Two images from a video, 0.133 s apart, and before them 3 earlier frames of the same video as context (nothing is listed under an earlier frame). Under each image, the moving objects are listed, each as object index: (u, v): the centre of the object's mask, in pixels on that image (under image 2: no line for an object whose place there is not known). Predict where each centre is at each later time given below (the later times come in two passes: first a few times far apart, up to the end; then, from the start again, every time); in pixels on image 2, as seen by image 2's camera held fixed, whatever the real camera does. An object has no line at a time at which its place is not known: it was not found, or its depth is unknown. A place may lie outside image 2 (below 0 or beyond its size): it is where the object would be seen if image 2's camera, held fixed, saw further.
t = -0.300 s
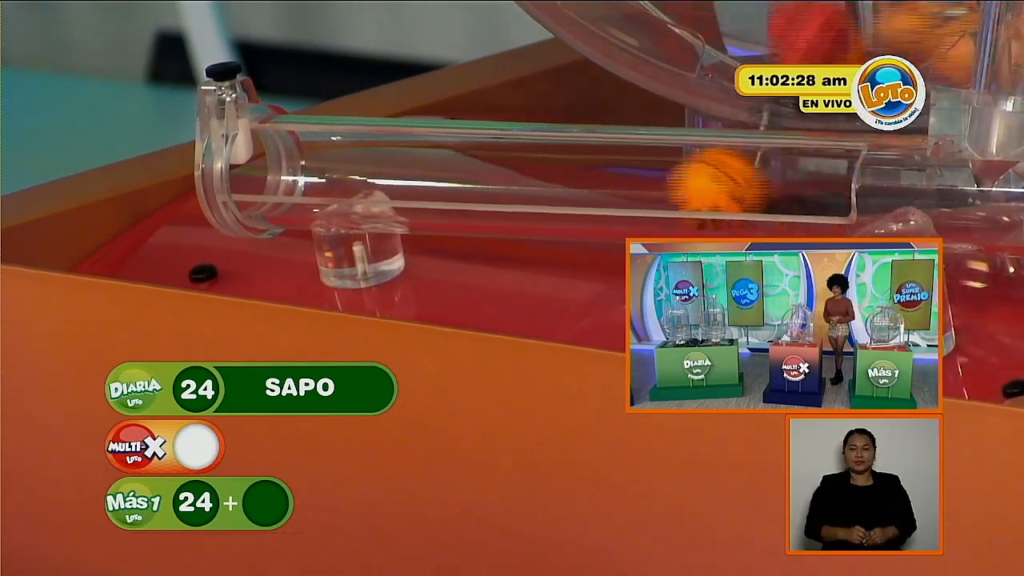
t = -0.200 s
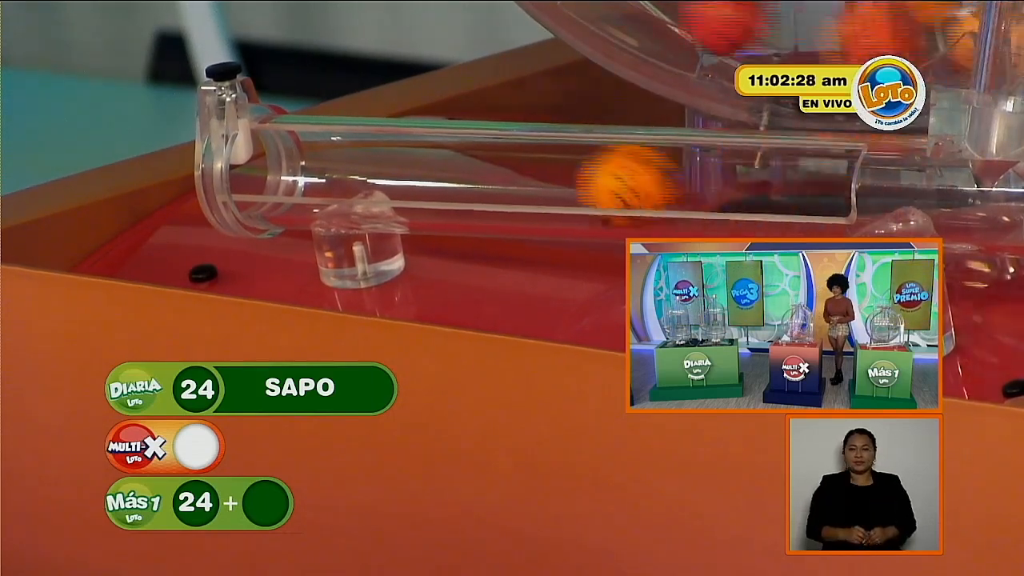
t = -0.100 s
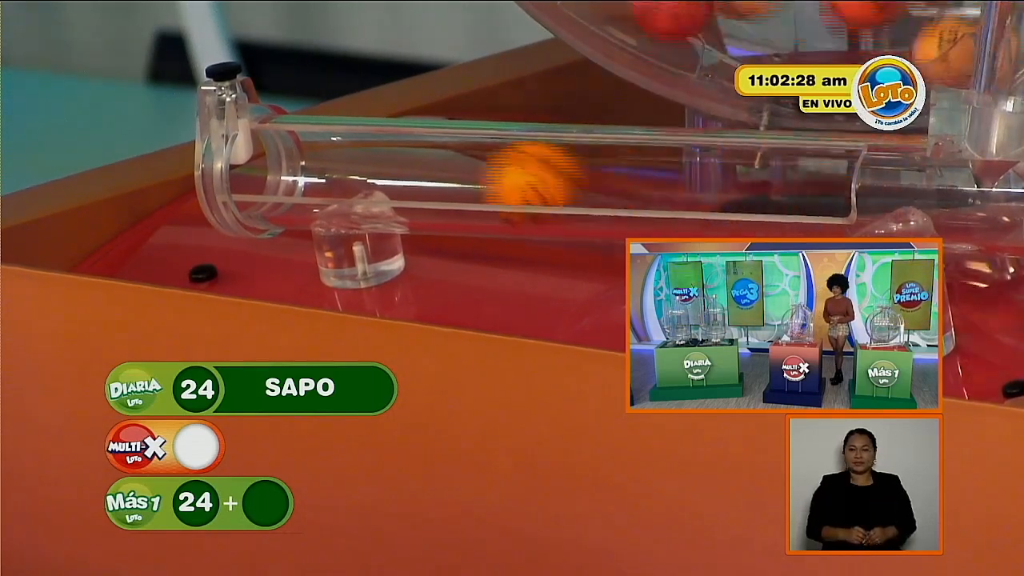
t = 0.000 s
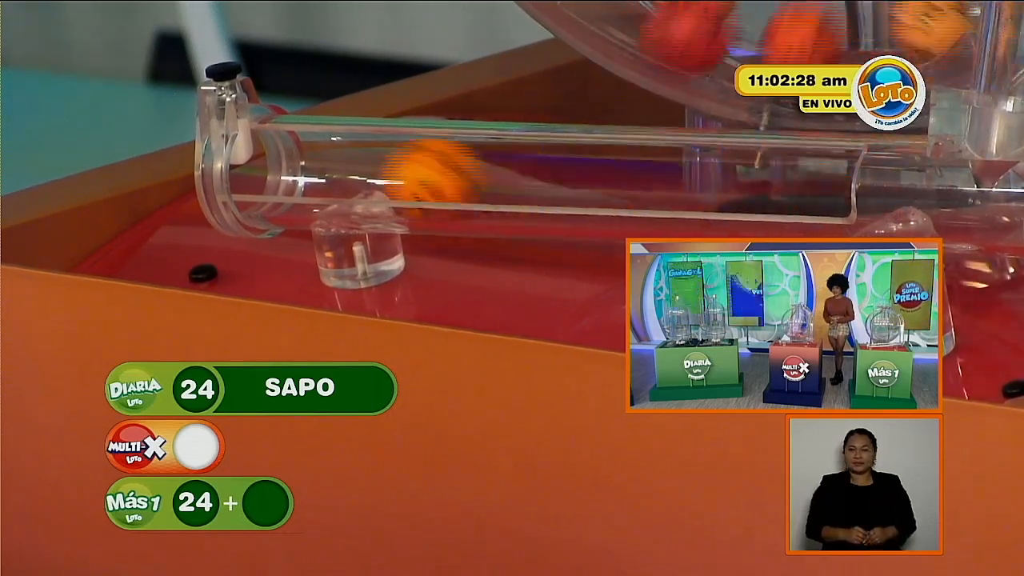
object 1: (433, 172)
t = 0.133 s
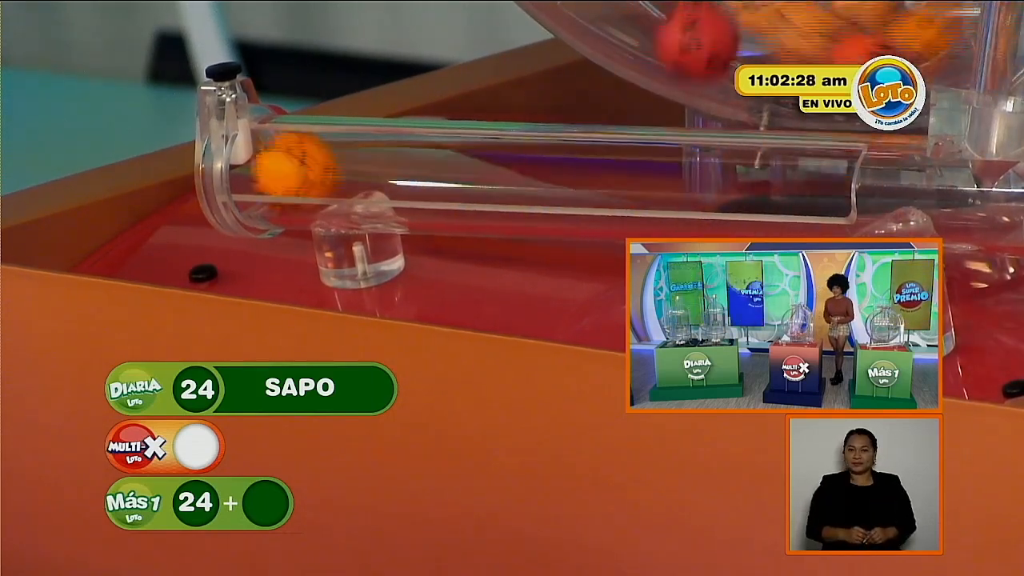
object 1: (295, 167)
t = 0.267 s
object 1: (291, 167)
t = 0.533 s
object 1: (290, 168)
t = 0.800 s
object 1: (290, 168)
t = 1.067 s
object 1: (290, 168)
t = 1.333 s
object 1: (290, 168)
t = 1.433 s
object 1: (290, 168)
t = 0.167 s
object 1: (294, 167)
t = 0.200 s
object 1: (299, 167)
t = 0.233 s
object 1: (294, 167)
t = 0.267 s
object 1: (291, 167)
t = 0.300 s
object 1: (292, 166)
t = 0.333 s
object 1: (291, 167)
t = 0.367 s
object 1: (292, 167)
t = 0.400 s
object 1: (291, 167)
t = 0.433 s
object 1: (290, 167)
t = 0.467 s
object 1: (291, 168)
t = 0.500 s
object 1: (290, 168)
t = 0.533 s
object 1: (290, 168)
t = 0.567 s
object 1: (290, 168)
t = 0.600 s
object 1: (290, 167)
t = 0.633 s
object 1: (290, 167)
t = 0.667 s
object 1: (290, 167)
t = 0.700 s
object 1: (290, 167)
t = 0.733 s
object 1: (290, 168)
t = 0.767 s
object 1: (290, 168)
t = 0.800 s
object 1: (290, 168)
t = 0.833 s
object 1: (290, 168)
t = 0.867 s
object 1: (290, 168)
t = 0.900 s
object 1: (290, 168)
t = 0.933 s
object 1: (290, 168)
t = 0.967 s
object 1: (290, 168)
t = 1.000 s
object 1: (290, 168)
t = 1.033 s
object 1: (290, 168)
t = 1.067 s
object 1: (290, 168)
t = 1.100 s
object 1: (290, 168)
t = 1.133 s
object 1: (290, 168)
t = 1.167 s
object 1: (290, 168)
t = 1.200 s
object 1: (290, 168)
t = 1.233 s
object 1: (290, 168)
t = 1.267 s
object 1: (290, 168)
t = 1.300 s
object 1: (290, 168)
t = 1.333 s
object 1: (290, 168)
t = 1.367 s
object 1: (290, 168)
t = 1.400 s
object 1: (290, 168)
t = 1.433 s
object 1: (290, 168)
